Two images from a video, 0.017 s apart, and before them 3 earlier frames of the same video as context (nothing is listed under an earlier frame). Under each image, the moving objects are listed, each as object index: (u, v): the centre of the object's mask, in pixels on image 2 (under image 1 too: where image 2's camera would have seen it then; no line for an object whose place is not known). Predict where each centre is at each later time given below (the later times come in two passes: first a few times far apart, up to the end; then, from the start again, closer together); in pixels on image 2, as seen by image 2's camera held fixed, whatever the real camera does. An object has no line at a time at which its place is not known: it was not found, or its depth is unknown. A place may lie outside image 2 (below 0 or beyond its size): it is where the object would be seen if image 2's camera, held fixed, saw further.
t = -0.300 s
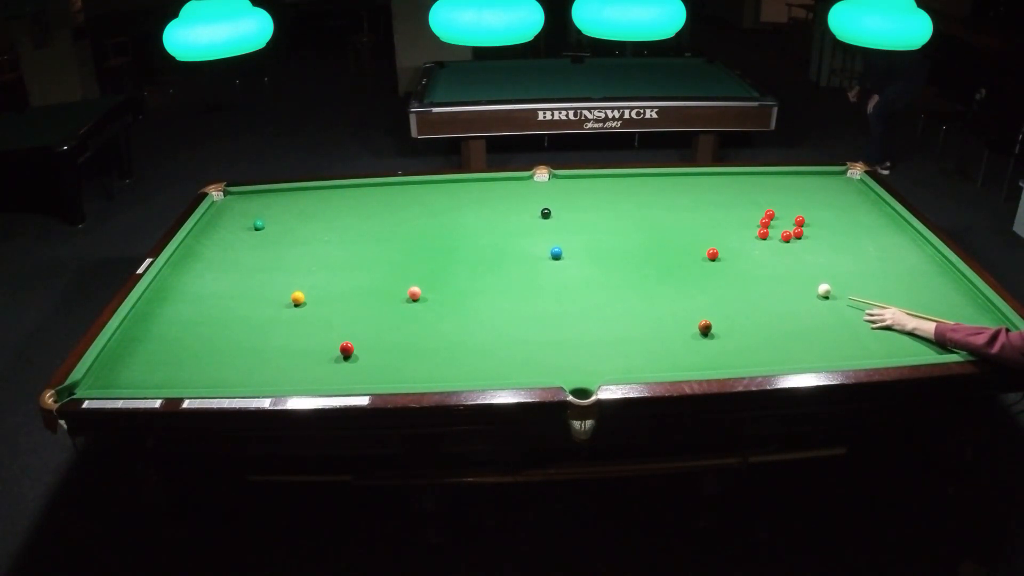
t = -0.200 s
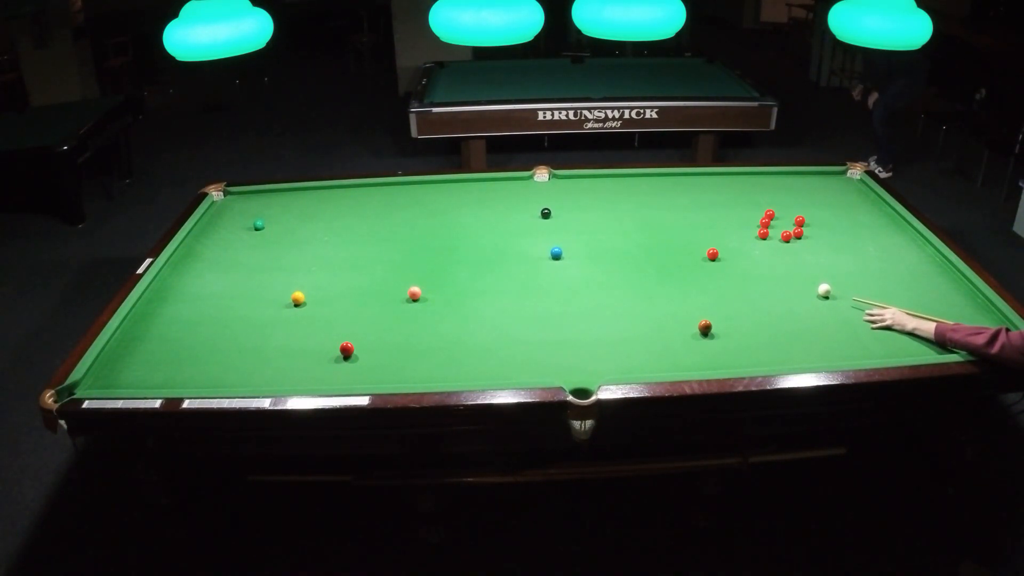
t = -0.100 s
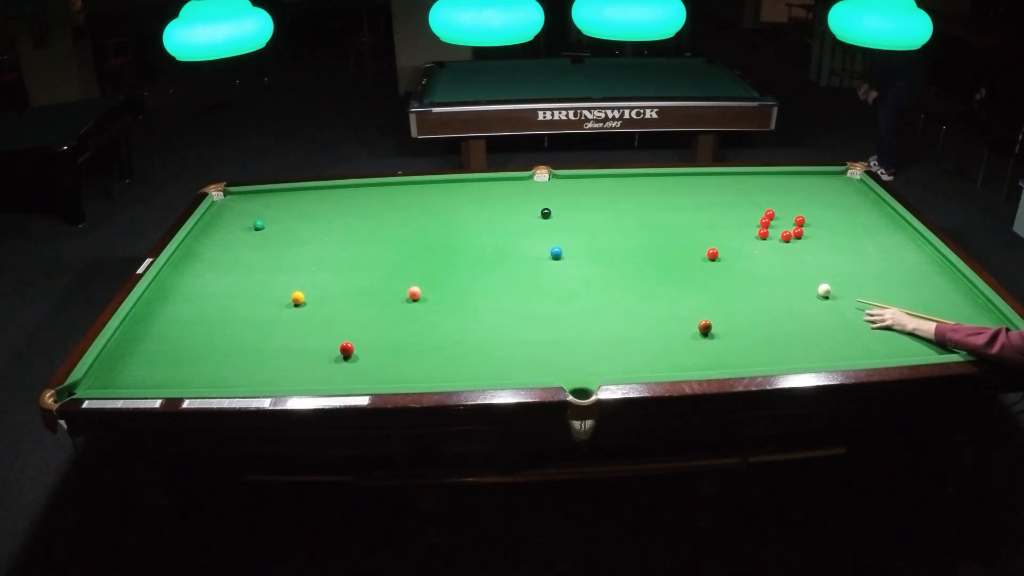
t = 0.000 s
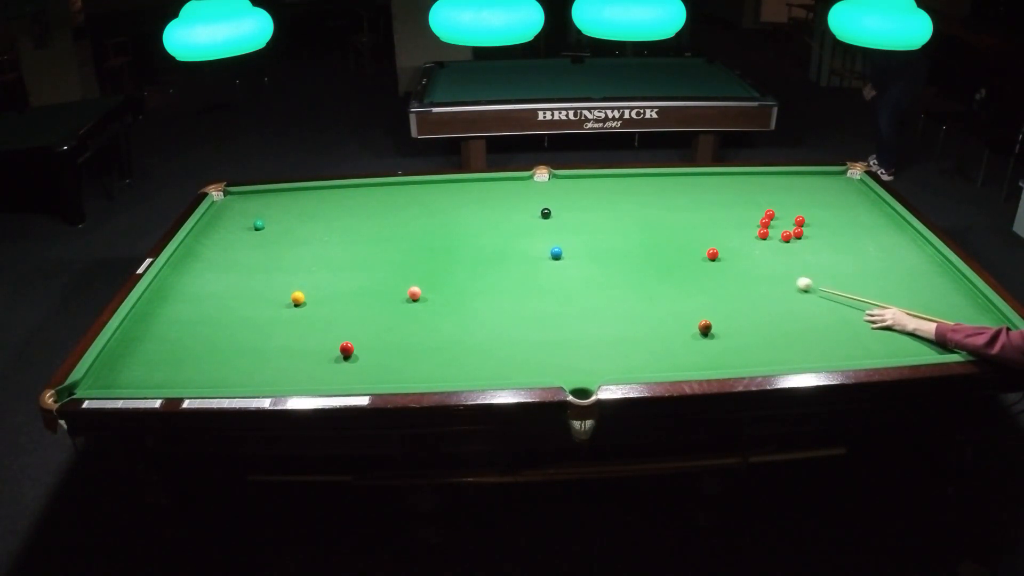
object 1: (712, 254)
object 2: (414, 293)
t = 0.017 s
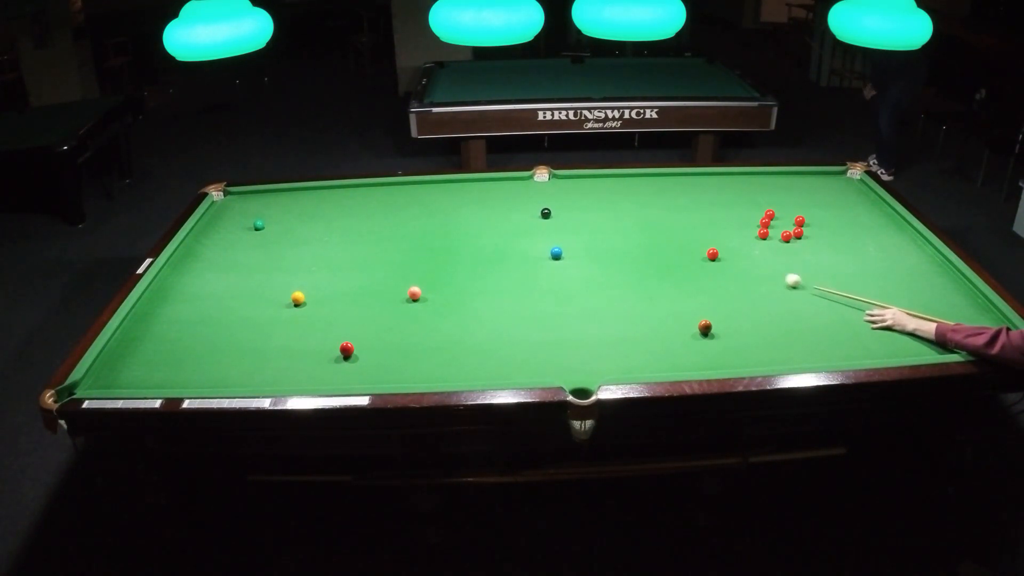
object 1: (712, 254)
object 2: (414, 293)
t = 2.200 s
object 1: (420, 286)
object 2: (413, 294)
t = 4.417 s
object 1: (361, 308)
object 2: (321, 354)
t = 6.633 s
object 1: (361, 308)
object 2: (321, 332)
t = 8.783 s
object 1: (361, 308)
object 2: (321, 332)
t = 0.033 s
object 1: (712, 254)
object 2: (414, 293)
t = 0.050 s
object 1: (712, 254)
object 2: (414, 293)
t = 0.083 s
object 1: (712, 254)
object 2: (414, 293)
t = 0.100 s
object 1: (712, 254)
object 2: (414, 293)
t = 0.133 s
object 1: (711, 253)
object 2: (414, 293)
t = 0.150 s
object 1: (706, 250)
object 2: (414, 293)
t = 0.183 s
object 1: (694, 244)
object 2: (414, 293)
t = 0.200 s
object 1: (689, 241)
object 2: (414, 293)
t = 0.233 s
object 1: (678, 236)
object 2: (414, 293)
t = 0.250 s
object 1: (673, 233)
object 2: (414, 293)
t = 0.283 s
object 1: (664, 228)
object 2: (414, 293)
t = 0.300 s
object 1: (659, 226)
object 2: (414, 293)
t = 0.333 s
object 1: (651, 222)
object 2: (414, 293)
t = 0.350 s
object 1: (648, 220)
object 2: (414, 293)
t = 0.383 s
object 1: (640, 216)
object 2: (414, 293)
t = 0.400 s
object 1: (637, 214)
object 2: (414, 293)
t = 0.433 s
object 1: (630, 211)
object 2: (414, 293)
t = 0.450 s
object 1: (626, 209)
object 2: (414, 293)
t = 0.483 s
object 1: (620, 206)
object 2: (414, 293)
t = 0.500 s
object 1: (617, 204)
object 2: (414, 293)
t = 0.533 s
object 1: (610, 201)
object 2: (414, 293)
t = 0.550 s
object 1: (607, 199)
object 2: (414, 293)
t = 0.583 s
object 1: (601, 196)
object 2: (414, 293)
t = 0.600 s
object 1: (598, 194)
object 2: (414, 293)
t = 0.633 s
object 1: (591, 191)
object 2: (414, 293)
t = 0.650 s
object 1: (588, 189)
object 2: (414, 293)
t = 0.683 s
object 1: (583, 186)
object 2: (414, 293)
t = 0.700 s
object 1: (580, 185)
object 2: (414, 293)
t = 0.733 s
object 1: (574, 182)
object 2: (414, 293)
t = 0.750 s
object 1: (571, 180)
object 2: (414, 293)
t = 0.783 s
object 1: (566, 178)
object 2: (414, 293)
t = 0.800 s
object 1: (564, 177)
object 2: (414, 293)
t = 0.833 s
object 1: (561, 180)
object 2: (414, 293)
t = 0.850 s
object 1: (559, 181)
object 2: (414, 293)
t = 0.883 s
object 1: (557, 183)
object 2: (414, 293)
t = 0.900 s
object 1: (555, 184)
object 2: (414, 293)
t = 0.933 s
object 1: (552, 186)
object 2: (414, 293)
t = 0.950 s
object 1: (551, 187)
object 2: (414, 293)
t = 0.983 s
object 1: (548, 190)
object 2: (414, 293)
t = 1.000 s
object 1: (546, 191)
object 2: (414, 293)
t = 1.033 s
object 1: (543, 193)
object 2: (414, 293)
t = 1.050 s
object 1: (542, 194)
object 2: (414, 293)
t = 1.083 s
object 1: (539, 197)
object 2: (414, 293)
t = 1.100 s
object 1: (537, 197)
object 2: (414, 293)
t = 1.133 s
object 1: (534, 200)
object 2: (414, 293)
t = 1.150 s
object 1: (533, 201)
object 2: (414, 293)
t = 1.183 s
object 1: (530, 203)
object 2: (414, 293)
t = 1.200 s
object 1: (528, 205)
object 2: (414, 293)
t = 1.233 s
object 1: (525, 207)
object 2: (414, 293)
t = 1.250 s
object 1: (523, 208)
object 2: (414, 293)
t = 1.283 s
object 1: (520, 211)
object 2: (414, 293)
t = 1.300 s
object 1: (518, 212)
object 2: (414, 293)
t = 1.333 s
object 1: (515, 215)
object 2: (414, 293)
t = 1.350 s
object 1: (513, 216)
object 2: (414, 293)
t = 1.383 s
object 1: (510, 219)
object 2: (414, 293)
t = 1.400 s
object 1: (508, 220)
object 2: (414, 293)
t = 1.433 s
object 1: (505, 222)
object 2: (414, 293)
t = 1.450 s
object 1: (503, 224)
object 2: (414, 293)
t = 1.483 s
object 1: (500, 226)
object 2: (414, 293)
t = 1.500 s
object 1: (498, 228)
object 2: (414, 293)
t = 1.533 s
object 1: (495, 230)
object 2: (414, 293)
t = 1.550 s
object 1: (493, 231)
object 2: (414, 293)
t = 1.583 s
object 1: (489, 234)
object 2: (414, 293)
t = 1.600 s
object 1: (487, 236)
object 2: (414, 293)
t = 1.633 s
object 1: (484, 238)
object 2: (414, 293)
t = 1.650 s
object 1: (482, 240)
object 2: (414, 293)
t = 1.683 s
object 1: (478, 242)
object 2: (414, 293)
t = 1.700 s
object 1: (477, 244)
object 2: (414, 293)
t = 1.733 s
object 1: (473, 247)
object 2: (414, 293)
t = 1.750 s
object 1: (471, 248)
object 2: (414, 293)
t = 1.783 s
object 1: (468, 251)
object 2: (414, 293)
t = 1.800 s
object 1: (466, 252)
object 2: (414, 293)
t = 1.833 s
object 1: (462, 255)
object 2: (414, 293)
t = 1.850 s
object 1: (460, 256)
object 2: (414, 293)
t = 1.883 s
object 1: (456, 259)
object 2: (414, 293)
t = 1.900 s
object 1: (454, 261)
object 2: (414, 293)
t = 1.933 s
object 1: (450, 264)
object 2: (414, 293)
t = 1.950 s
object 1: (448, 265)
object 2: (414, 293)
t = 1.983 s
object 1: (445, 268)
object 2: (414, 293)
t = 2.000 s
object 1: (443, 270)
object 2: (414, 293)
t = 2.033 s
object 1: (439, 273)
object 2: (414, 293)
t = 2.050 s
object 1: (437, 274)
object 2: (414, 293)
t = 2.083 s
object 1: (433, 277)
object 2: (414, 293)
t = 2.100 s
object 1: (430, 279)
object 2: (414, 293)
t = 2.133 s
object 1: (427, 282)
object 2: (414, 293)
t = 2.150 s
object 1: (424, 283)
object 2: (414, 293)
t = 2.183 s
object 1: (421, 285)
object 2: (414, 293)
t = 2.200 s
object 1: (420, 286)
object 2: (413, 294)
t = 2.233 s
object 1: (418, 287)
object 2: (411, 297)
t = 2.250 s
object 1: (417, 287)
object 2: (409, 298)
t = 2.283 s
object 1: (415, 288)
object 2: (407, 300)
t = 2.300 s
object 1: (414, 288)
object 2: (406, 302)
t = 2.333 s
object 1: (412, 289)
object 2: (404, 304)
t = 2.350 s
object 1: (412, 289)
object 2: (403, 305)
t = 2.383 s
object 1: (410, 290)
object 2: (401, 307)
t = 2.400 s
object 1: (409, 290)
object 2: (400, 308)
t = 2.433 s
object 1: (408, 291)
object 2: (398, 310)
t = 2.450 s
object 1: (407, 291)
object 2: (396, 312)
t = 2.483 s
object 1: (405, 291)
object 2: (394, 314)
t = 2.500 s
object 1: (404, 292)
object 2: (393, 315)
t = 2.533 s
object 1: (403, 292)
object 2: (391, 317)
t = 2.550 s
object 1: (402, 292)
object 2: (390, 318)
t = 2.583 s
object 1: (400, 293)
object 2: (388, 321)
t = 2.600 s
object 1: (400, 293)
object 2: (387, 322)
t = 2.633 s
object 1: (398, 294)
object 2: (385, 324)
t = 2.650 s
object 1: (397, 294)
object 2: (384, 325)
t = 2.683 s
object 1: (396, 295)
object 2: (382, 327)
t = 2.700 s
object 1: (395, 295)
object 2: (381, 328)
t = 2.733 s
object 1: (394, 295)
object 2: (379, 331)
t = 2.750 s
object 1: (393, 296)
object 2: (378, 332)
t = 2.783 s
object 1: (392, 296)
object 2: (376, 334)
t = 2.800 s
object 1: (391, 296)
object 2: (375, 335)
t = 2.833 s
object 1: (390, 297)
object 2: (372, 337)
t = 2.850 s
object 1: (389, 297)
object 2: (371, 338)
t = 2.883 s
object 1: (388, 297)
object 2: (369, 341)
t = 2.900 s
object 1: (387, 297)
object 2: (368, 342)
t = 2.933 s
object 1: (386, 298)
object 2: (367, 343)
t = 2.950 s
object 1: (386, 298)
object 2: (366, 344)
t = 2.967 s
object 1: (385, 298)
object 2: (365, 346)
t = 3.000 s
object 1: (384, 299)
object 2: (363, 348)
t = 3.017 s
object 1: (383, 299)
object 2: (362, 349)
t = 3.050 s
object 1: (382, 299)
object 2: (360, 352)
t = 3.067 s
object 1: (382, 299)
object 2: (359, 353)
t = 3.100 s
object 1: (381, 300)
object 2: (357, 355)
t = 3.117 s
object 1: (380, 300)
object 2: (356, 356)
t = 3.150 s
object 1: (379, 300)
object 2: (354, 358)
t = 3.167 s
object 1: (379, 300)
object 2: (353, 359)
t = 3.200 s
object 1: (378, 301)
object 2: (351, 361)
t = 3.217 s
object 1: (377, 301)
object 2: (350, 362)
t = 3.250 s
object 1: (376, 301)
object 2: (348, 365)
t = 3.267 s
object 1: (376, 301)
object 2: (347, 366)
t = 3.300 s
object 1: (375, 302)
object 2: (345, 368)
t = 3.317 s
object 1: (374, 302)
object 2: (344, 369)
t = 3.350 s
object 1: (374, 302)
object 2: (342, 372)
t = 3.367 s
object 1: (373, 303)
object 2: (341, 373)
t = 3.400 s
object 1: (372, 303)
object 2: (339, 375)
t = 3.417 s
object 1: (372, 303)
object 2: (338, 376)
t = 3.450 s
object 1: (371, 303)
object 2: (336, 378)
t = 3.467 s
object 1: (371, 304)
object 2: (335, 379)
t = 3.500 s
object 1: (370, 304)
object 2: (333, 380)
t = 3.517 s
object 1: (370, 304)
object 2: (332, 381)
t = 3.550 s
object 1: (369, 304)
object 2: (330, 382)
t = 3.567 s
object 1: (369, 304)
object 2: (329, 382)
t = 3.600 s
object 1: (368, 304)
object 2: (329, 381)
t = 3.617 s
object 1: (368, 305)
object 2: (329, 381)
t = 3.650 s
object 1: (367, 305)
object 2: (328, 380)
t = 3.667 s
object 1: (367, 305)
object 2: (328, 380)
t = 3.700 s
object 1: (366, 305)
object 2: (328, 379)
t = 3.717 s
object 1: (366, 305)
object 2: (327, 378)
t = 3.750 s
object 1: (365, 306)
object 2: (327, 377)
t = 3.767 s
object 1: (365, 306)
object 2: (327, 376)
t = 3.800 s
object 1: (365, 306)
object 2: (326, 375)
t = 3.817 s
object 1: (364, 306)
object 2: (326, 374)
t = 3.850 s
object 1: (364, 306)
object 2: (326, 373)
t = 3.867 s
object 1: (364, 306)
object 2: (326, 372)
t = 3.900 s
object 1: (363, 306)
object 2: (325, 371)
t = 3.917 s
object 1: (363, 306)
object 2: (325, 370)
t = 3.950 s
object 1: (363, 306)
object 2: (325, 369)
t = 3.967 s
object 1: (363, 307)
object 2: (325, 369)
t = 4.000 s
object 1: (363, 307)
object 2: (324, 367)
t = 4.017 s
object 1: (362, 307)
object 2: (324, 367)
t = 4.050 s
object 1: (362, 307)
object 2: (324, 366)
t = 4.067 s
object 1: (362, 307)
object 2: (324, 365)
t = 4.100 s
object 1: (362, 307)
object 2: (323, 364)
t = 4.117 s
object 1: (362, 307)
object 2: (323, 363)
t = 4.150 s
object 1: (362, 307)
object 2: (323, 362)
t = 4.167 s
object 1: (362, 307)
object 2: (323, 362)
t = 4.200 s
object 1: (361, 307)
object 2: (323, 361)
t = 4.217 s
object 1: (361, 307)
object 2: (323, 360)
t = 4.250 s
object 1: (361, 307)
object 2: (322, 359)
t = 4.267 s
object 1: (361, 307)
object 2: (322, 359)
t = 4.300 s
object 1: (361, 307)
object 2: (322, 358)
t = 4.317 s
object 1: (361, 308)
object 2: (322, 357)
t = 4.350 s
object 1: (361, 308)
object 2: (322, 356)
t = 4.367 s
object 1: (361, 308)
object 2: (321, 356)
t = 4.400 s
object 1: (361, 308)
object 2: (321, 355)
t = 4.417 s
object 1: (361, 308)
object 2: (321, 354)
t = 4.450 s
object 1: (361, 308)
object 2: (321, 354)
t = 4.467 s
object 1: (361, 308)
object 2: (321, 353)
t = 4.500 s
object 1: (361, 308)
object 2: (321, 352)
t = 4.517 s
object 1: (361, 307)
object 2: (320, 352)
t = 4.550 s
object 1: (361, 308)
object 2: (320, 351)
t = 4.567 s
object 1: (361, 308)
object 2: (320, 351)
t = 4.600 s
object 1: (361, 307)
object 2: (320, 350)
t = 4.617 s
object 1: (361, 308)
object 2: (320, 349)
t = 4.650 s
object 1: (361, 308)
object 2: (320, 349)
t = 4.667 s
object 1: (361, 308)
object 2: (320, 348)
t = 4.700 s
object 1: (361, 308)
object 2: (320, 347)
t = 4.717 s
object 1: (361, 308)
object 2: (320, 347)
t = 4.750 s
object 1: (361, 308)
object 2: (319, 346)
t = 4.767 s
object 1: (361, 308)
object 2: (319, 346)
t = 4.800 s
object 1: (361, 308)
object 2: (319, 345)
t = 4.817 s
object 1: (361, 308)
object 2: (319, 345)
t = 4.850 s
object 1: (361, 308)
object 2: (319, 344)
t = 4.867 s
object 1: (361, 308)
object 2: (319, 344)
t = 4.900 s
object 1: (361, 308)
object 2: (319, 343)
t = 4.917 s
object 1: (361, 308)
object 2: (319, 343)
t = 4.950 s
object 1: (361, 308)
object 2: (319, 342)
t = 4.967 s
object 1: (361, 308)
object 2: (319, 342)
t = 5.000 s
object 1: (361, 308)
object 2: (319, 342)
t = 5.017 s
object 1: (361, 308)
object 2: (319, 341)
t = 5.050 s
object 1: (361, 308)
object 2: (319, 341)
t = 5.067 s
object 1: (361, 308)
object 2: (319, 340)
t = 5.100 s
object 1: (361, 308)
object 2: (319, 340)
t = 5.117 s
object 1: (361, 308)
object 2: (319, 340)
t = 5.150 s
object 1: (361, 308)
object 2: (319, 339)
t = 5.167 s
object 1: (361, 308)
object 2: (319, 339)
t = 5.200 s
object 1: (361, 308)
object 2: (319, 339)
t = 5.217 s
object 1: (361, 308)
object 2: (319, 338)
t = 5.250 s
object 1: (361, 308)
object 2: (319, 338)
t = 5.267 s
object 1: (361, 308)
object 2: (319, 338)
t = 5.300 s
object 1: (361, 308)
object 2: (319, 338)
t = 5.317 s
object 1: (361, 308)
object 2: (319, 337)
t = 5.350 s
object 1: (361, 308)
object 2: (319, 337)
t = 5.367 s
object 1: (361, 308)
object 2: (319, 337)
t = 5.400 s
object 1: (361, 308)
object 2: (319, 336)
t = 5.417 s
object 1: (361, 308)
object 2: (319, 336)
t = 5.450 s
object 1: (361, 308)
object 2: (319, 336)
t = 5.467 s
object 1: (361, 308)
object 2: (319, 336)
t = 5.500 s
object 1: (361, 308)
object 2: (319, 336)
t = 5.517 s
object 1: (361, 308)
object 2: (319, 335)
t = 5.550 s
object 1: (361, 308)
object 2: (319, 335)
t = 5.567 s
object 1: (361, 308)
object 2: (319, 335)
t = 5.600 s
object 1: (361, 308)
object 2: (319, 335)
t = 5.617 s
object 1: (361, 308)
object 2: (319, 334)
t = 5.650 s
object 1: (361, 308)
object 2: (320, 334)
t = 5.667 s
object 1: (361, 308)
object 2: (320, 334)
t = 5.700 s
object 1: (361, 308)
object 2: (320, 334)
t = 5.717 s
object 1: (361, 308)
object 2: (320, 334)
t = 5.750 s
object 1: (361, 308)
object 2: (320, 334)
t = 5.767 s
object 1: (361, 308)
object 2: (320, 333)
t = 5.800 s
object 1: (361, 308)
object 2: (320, 333)
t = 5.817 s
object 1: (361, 308)
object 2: (320, 333)
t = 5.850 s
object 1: (361, 308)
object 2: (320, 333)
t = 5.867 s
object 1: (361, 308)
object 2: (320, 333)
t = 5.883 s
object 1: (361, 308)
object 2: (320, 333)
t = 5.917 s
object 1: (361, 308)
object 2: (320, 333)
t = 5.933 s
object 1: (361, 308)
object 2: (320, 333)
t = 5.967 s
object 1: (361, 308)
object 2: (321, 333)
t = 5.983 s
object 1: (361, 308)
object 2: (321, 333)
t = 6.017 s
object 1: (361, 308)
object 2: (321, 333)
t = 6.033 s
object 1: (361, 308)
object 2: (321, 332)
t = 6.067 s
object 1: (361, 308)
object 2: (321, 332)
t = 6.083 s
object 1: (361, 308)
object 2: (321, 332)
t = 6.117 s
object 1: (361, 308)
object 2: (321, 332)
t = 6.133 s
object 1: (361, 308)
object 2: (321, 332)
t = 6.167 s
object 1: (361, 308)
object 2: (321, 332)
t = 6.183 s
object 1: (361, 308)
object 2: (321, 332)
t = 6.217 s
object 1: (361, 308)
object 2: (321, 332)
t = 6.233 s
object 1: (361, 308)
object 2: (321, 332)
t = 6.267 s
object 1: (361, 308)
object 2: (321, 332)
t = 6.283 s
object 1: (361, 308)
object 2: (321, 332)
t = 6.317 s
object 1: (361, 308)
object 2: (321, 332)
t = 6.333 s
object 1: (361, 308)
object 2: (321, 332)
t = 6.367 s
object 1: (361, 308)
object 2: (321, 332)
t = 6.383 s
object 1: (361, 308)
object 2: (321, 332)
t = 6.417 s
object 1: (361, 308)
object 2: (321, 332)
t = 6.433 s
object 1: (361, 308)
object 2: (321, 332)
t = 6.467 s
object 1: (361, 308)
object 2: (321, 332)
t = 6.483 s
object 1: (361, 308)
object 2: (321, 332)
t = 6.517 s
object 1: (361, 308)
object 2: (321, 332)
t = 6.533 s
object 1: (361, 308)
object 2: (321, 332)
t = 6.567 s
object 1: (361, 308)
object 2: (321, 332)
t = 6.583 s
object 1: (361, 308)
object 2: (321, 332)
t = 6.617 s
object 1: (361, 308)
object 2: (321, 332)
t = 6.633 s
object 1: (361, 308)
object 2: (321, 332)
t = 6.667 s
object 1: (361, 308)
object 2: (321, 332)
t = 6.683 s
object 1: (361, 308)
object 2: (321, 332)
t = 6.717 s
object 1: (361, 308)
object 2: (321, 332)
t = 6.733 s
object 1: (361, 308)
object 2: (321, 332)
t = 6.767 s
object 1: (361, 308)
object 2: (321, 332)
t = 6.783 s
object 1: (361, 308)
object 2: (321, 332)
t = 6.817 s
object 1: (361, 308)
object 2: (321, 332)
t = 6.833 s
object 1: (361, 308)
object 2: (321, 332)
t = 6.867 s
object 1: (361, 308)
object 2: (321, 332)
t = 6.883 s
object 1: (361, 308)
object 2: (321, 332)
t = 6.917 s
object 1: (361, 308)
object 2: (321, 332)
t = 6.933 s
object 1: (361, 308)
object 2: (321, 332)
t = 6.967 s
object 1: (361, 308)
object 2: (321, 332)
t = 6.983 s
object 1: (361, 308)
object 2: (321, 332)
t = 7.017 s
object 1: (361, 308)
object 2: (321, 332)
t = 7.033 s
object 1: (361, 308)
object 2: (321, 332)
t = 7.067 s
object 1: (361, 308)
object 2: (321, 332)
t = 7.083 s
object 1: (361, 308)
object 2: (321, 332)
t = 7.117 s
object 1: (361, 308)
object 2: (321, 332)
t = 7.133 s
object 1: (361, 308)
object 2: (321, 332)
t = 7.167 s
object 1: (361, 308)
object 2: (321, 332)
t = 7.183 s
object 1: (361, 308)
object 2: (321, 332)
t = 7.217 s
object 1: (361, 308)
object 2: (321, 332)
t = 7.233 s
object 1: (361, 308)
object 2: (321, 332)
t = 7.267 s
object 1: (361, 308)
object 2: (321, 332)
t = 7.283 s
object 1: (361, 308)
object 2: (321, 332)
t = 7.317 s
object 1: (361, 308)
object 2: (321, 332)
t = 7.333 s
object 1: (361, 308)
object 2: (321, 332)
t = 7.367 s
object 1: (361, 308)
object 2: (321, 332)
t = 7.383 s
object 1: (361, 308)
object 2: (321, 332)
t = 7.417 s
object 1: (361, 308)
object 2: (321, 332)
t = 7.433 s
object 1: (361, 308)
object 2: (321, 332)
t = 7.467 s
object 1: (361, 308)
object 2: (321, 332)
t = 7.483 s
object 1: (361, 308)
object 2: (321, 332)
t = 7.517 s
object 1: (361, 308)
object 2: (321, 332)
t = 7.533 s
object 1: (361, 308)
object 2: (321, 332)
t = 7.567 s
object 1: (361, 308)
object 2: (321, 332)
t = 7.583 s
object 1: (361, 308)
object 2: (321, 332)
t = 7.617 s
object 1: (361, 308)
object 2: (321, 332)
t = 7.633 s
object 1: (361, 308)
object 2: (321, 332)
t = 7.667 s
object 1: (361, 308)
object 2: (321, 332)
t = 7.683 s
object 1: (361, 308)
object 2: (321, 332)
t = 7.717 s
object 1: (361, 308)
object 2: (321, 332)
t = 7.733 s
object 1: (361, 308)
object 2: (321, 332)
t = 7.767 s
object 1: (361, 308)
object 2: (321, 332)
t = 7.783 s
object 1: (361, 308)
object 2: (321, 332)
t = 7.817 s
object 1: (361, 308)
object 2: (321, 332)
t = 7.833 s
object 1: (361, 308)
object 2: (321, 332)
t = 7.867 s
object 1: (361, 308)
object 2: (321, 332)
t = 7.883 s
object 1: (361, 308)
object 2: (321, 332)
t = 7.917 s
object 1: (361, 308)
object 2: (321, 332)
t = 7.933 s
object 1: (361, 308)
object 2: (321, 332)
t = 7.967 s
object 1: (361, 308)
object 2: (321, 332)
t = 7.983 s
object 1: (361, 308)
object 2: (321, 332)
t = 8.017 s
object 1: (361, 308)
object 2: (321, 332)
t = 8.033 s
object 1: (361, 308)
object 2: (321, 332)
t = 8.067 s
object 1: (361, 308)
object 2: (321, 332)
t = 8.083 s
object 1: (361, 308)
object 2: (321, 332)
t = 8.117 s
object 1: (361, 308)
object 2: (321, 332)
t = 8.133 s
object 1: (361, 308)
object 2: (321, 332)
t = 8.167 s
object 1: (361, 308)
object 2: (321, 332)
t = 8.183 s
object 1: (361, 308)
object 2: (321, 332)
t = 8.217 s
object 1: (361, 308)
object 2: (321, 332)
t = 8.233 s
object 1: (361, 308)
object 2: (321, 332)
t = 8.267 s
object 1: (361, 308)
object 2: (321, 332)
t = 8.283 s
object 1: (361, 308)
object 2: (321, 332)
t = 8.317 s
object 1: (361, 308)
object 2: (321, 332)
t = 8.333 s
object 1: (361, 308)
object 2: (321, 332)
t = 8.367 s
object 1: (361, 308)
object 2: (321, 332)
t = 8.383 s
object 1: (361, 308)
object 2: (321, 332)
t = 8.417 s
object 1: (361, 308)
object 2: (321, 332)
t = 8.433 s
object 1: (361, 308)
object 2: (321, 332)
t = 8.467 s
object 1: (361, 308)
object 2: (321, 332)
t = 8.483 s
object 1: (361, 308)
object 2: (321, 332)
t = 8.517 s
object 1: (361, 308)
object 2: (321, 332)
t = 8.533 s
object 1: (361, 308)
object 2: (321, 332)
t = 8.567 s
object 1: (361, 308)
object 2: (321, 332)
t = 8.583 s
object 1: (361, 308)
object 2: (321, 332)
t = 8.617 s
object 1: (361, 308)
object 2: (321, 332)
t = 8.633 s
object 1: (361, 308)
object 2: (321, 332)
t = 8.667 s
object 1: (361, 308)
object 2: (321, 332)
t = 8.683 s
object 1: (361, 308)
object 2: (321, 332)
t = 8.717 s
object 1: (361, 308)
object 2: (321, 332)
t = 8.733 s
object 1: (361, 308)
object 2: (321, 332)
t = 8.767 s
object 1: (361, 308)
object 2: (321, 332)
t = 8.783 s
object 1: (361, 308)
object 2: (321, 332)
